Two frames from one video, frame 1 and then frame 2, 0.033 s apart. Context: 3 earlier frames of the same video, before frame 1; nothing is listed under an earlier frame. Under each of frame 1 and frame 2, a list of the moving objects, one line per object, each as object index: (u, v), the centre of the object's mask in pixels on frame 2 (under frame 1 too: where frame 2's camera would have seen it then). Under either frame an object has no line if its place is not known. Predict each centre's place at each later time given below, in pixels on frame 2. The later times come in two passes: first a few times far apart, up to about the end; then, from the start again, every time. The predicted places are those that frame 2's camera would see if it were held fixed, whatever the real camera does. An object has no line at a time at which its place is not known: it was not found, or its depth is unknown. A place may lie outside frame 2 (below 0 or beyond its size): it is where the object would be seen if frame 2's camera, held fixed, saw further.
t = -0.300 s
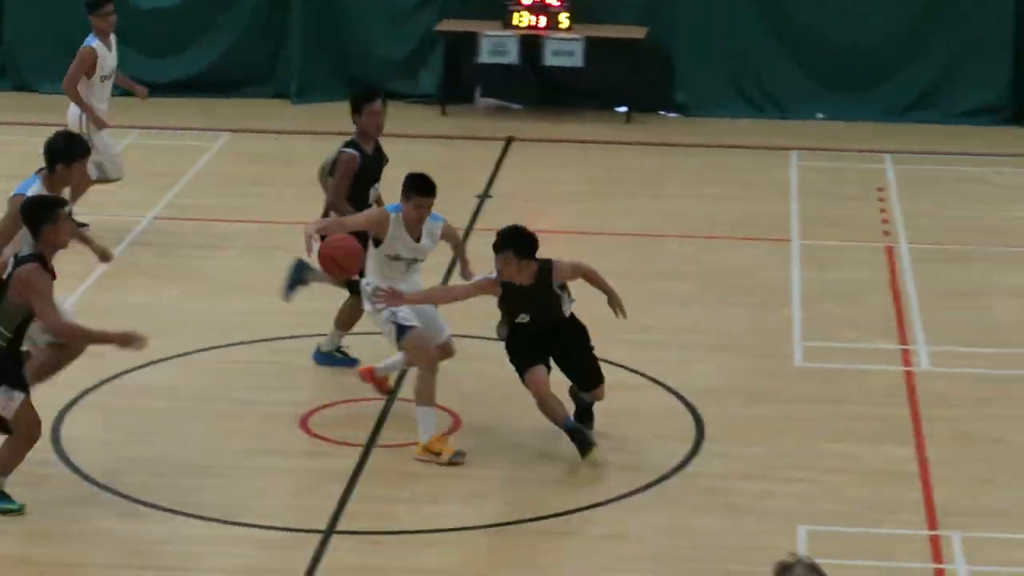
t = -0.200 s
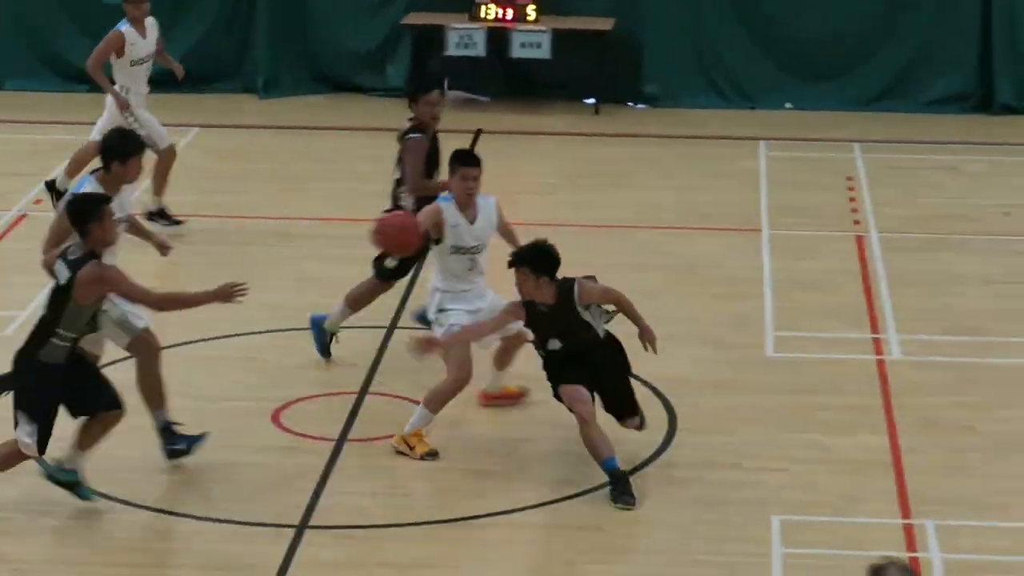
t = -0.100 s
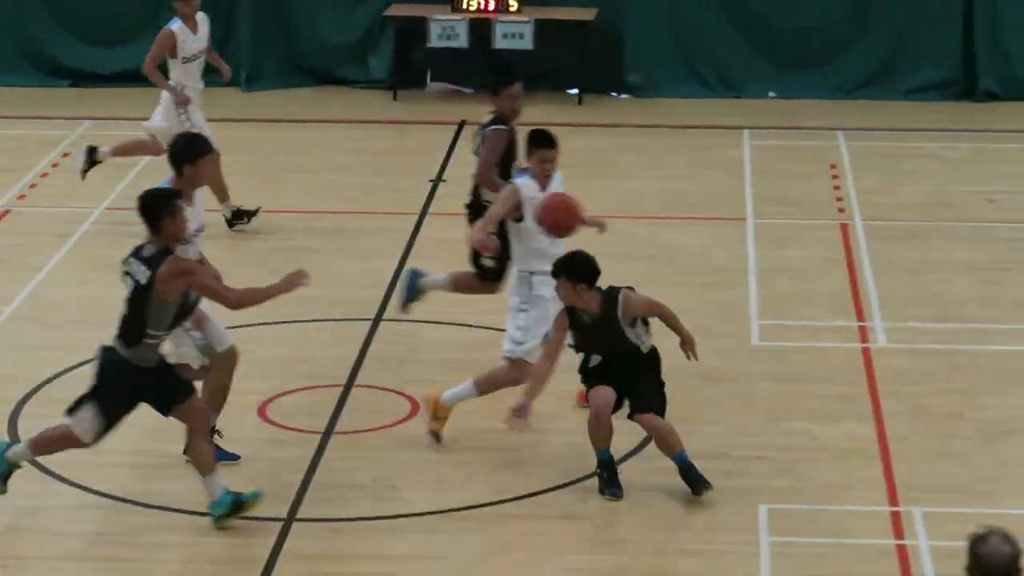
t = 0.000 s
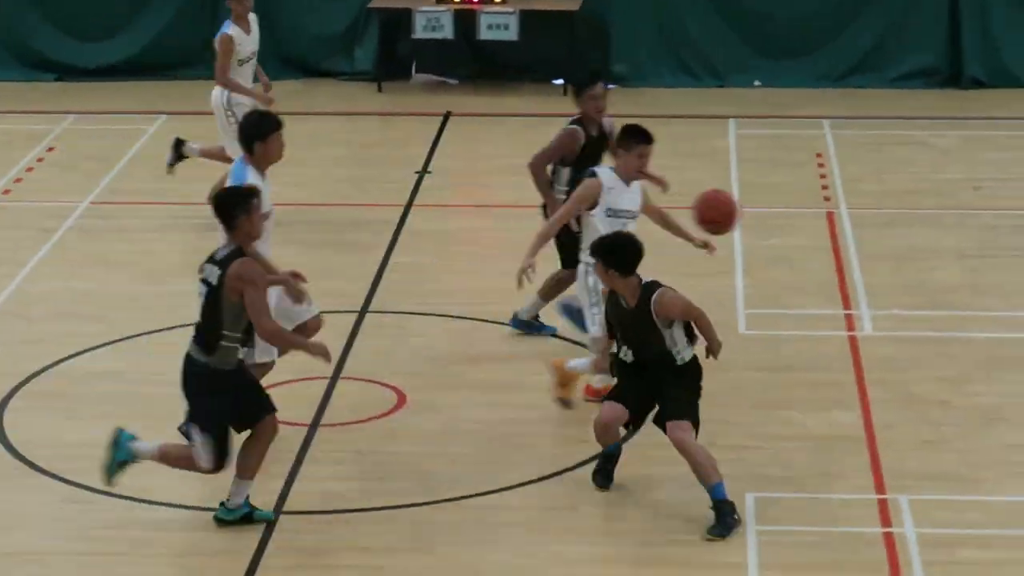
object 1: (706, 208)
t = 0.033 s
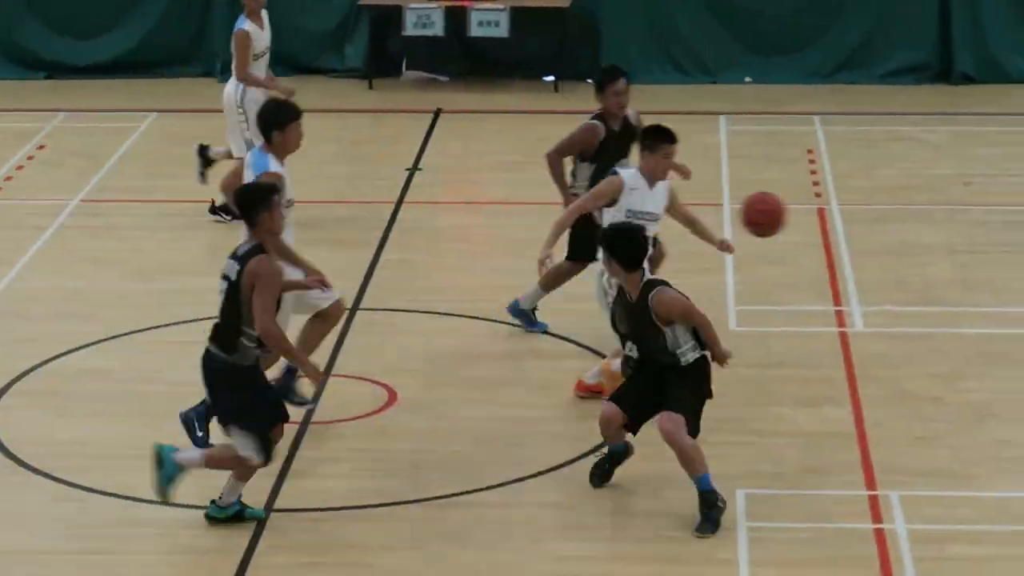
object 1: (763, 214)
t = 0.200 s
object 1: (1038, 272)
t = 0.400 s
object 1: (1346, 387)
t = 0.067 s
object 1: (818, 222)
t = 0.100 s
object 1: (874, 231)
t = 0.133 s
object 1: (928, 243)
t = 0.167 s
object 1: (983, 256)
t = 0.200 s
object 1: (1038, 272)
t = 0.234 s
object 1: (1092, 288)
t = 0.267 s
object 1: (1144, 308)
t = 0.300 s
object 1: (1198, 329)
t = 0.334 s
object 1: (1251, 352)
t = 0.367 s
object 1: (1303, 379)
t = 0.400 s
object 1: (1346, 387)
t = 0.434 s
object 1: (1378, 362)
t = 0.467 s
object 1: (1413, 341)
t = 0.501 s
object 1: (1448, 320)
